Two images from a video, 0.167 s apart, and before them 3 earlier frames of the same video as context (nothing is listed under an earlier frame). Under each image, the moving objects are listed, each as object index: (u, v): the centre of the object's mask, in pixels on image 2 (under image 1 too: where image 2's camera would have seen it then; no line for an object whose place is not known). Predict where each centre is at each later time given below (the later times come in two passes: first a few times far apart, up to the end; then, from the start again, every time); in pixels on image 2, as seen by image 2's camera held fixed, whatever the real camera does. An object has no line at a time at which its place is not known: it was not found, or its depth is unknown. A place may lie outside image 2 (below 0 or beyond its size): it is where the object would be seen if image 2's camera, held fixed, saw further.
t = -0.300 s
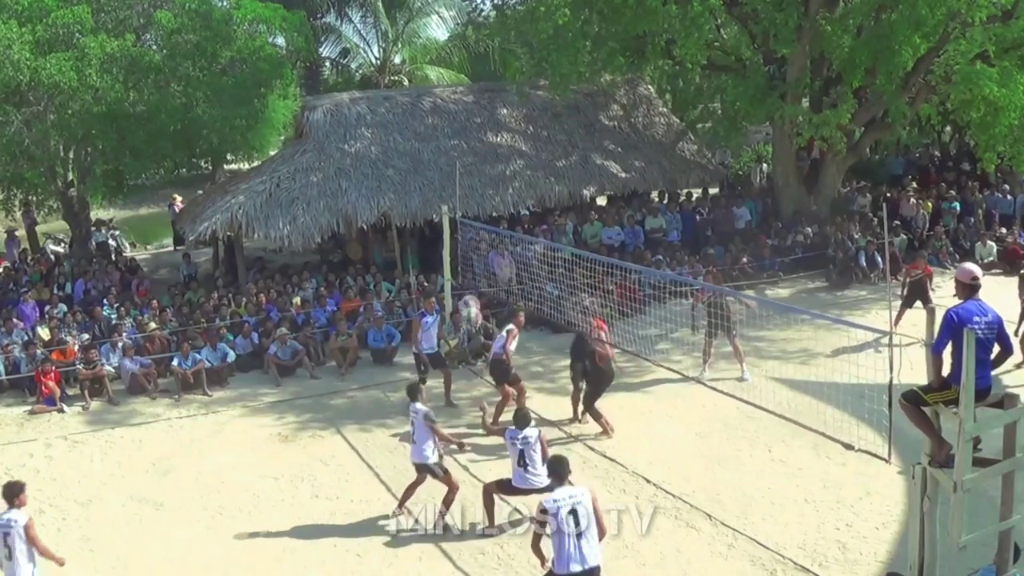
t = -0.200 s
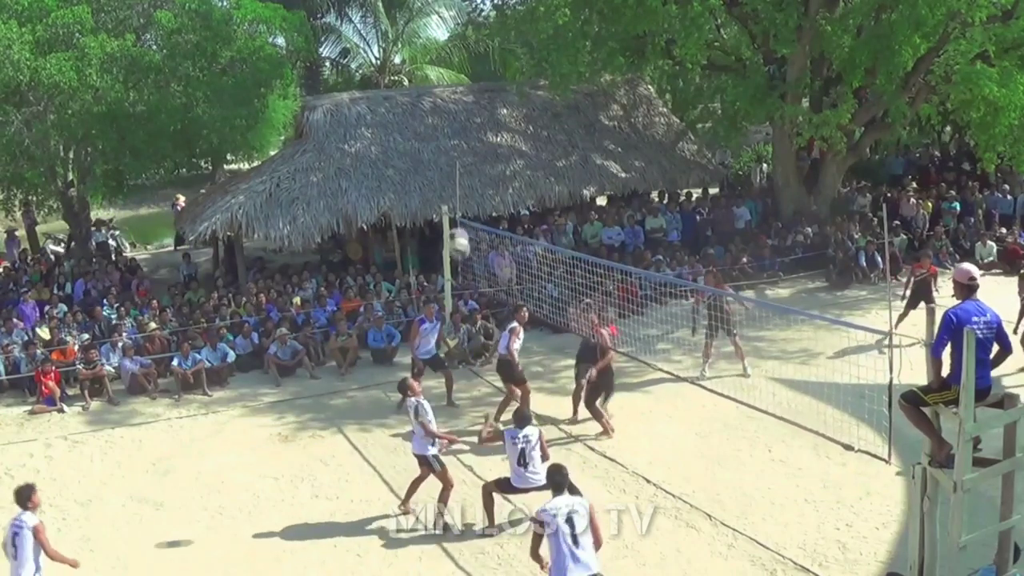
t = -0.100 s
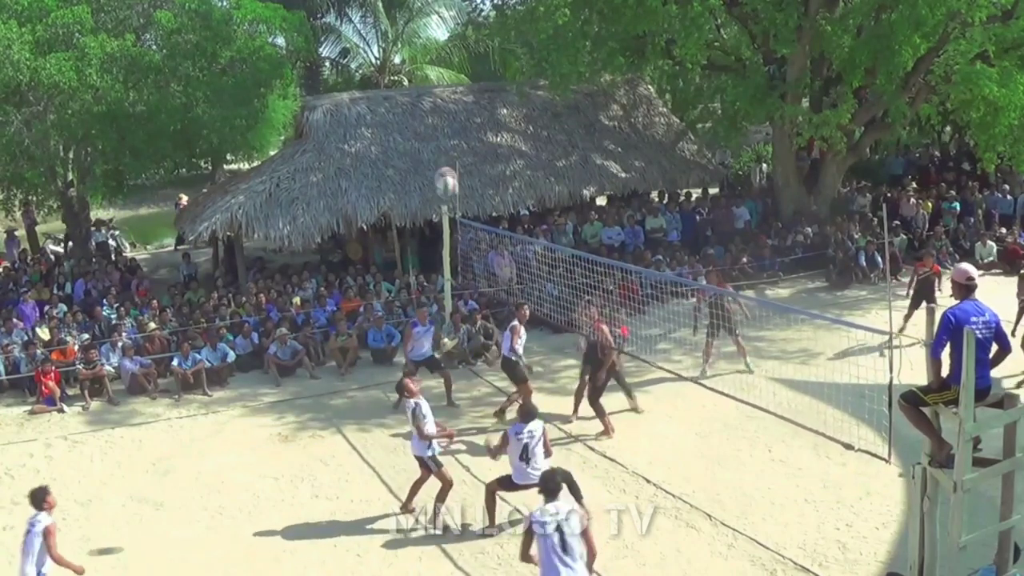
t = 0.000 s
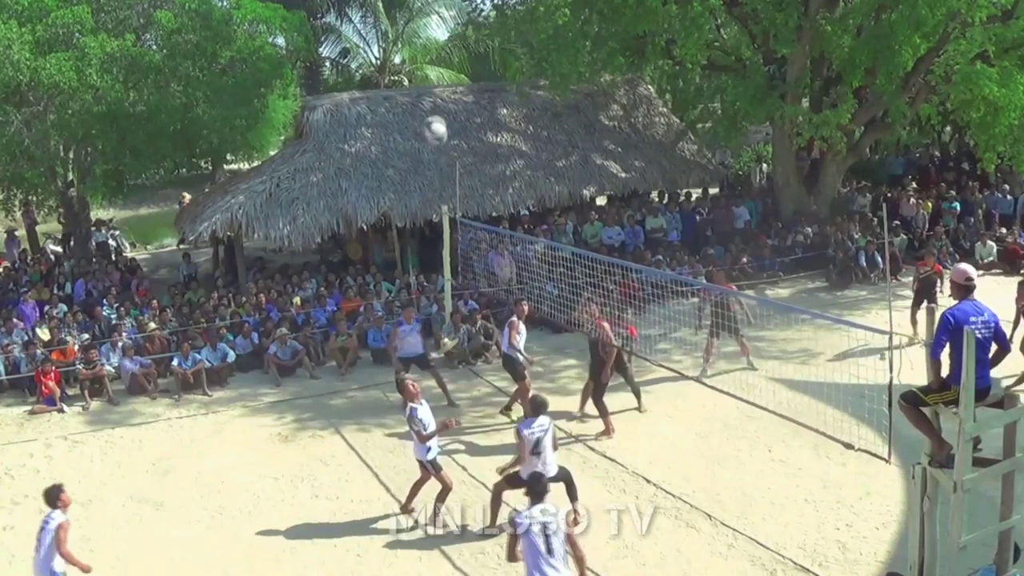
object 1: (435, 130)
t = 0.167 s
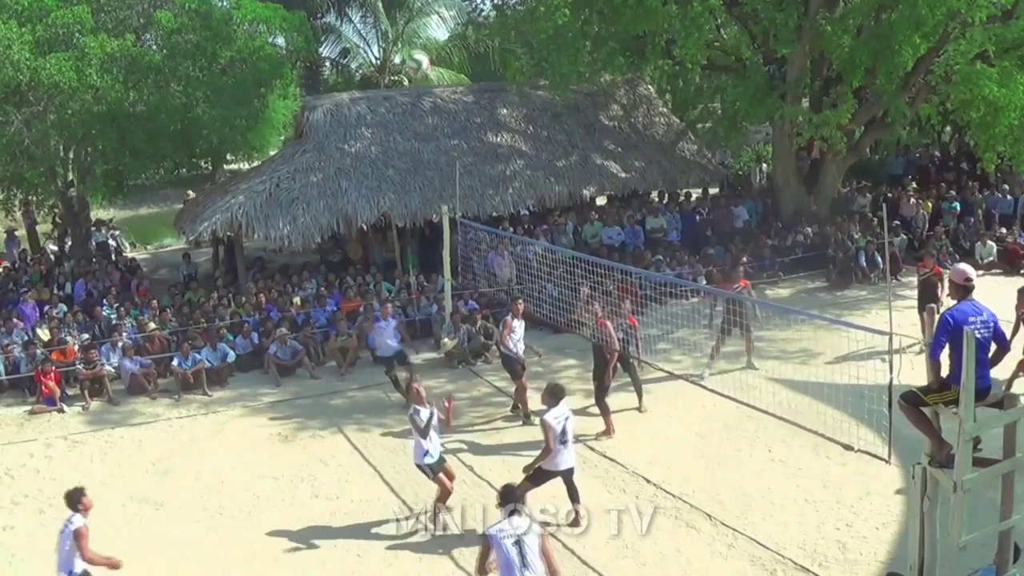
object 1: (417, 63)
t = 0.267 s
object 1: (409, 37)
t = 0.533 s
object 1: (387, 14)
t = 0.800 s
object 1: (373, 75)
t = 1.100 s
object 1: (369, 247)
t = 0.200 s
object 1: (414, 53)
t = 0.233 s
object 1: (412, 43)
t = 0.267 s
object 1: (409, 37)
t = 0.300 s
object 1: (405, 29)
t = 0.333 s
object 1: (403, 24)
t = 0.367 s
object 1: (399, 18)
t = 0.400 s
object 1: (397, 16)
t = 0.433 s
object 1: (395, 14)
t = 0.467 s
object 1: (392, 13)
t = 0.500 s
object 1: (390, 14)
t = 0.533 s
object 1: (387, 14)
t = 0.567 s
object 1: (385, 17)
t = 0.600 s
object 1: (384, 21)
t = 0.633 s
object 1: (382, 26)
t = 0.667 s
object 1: (381, 32)
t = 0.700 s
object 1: (379, 41)
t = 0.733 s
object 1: (378, 52)
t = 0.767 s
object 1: (374, 61)
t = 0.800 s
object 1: (373, 75)
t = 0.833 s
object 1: (373, 85)
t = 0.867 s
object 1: (371, 100)
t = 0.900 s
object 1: (370, 116)
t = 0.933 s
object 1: (370, 135)
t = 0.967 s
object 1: (369, 155)
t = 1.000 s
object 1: (369, 175)
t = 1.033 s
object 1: (369, 199)
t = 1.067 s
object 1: (368, 222)
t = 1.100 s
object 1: (369, 247)
